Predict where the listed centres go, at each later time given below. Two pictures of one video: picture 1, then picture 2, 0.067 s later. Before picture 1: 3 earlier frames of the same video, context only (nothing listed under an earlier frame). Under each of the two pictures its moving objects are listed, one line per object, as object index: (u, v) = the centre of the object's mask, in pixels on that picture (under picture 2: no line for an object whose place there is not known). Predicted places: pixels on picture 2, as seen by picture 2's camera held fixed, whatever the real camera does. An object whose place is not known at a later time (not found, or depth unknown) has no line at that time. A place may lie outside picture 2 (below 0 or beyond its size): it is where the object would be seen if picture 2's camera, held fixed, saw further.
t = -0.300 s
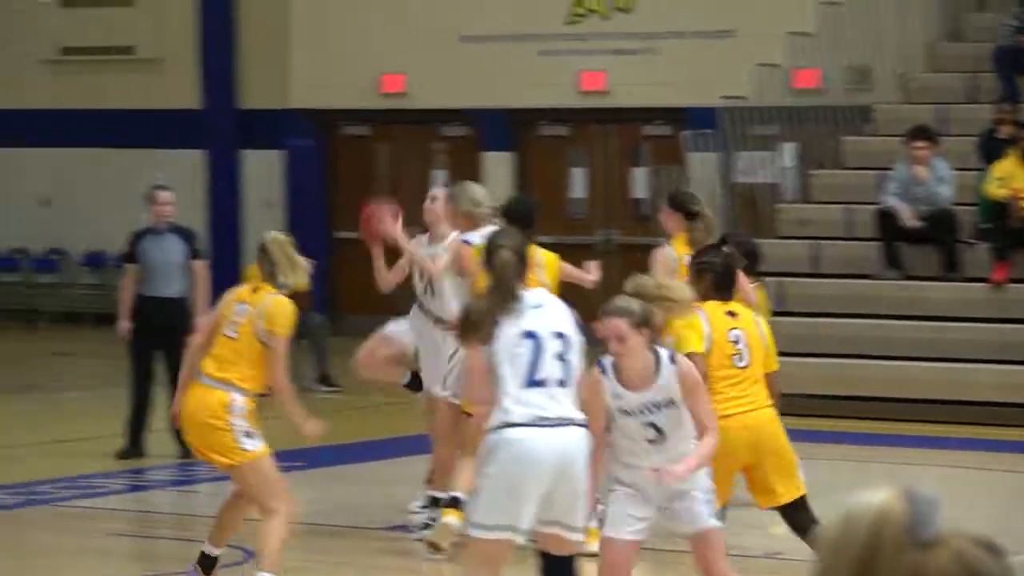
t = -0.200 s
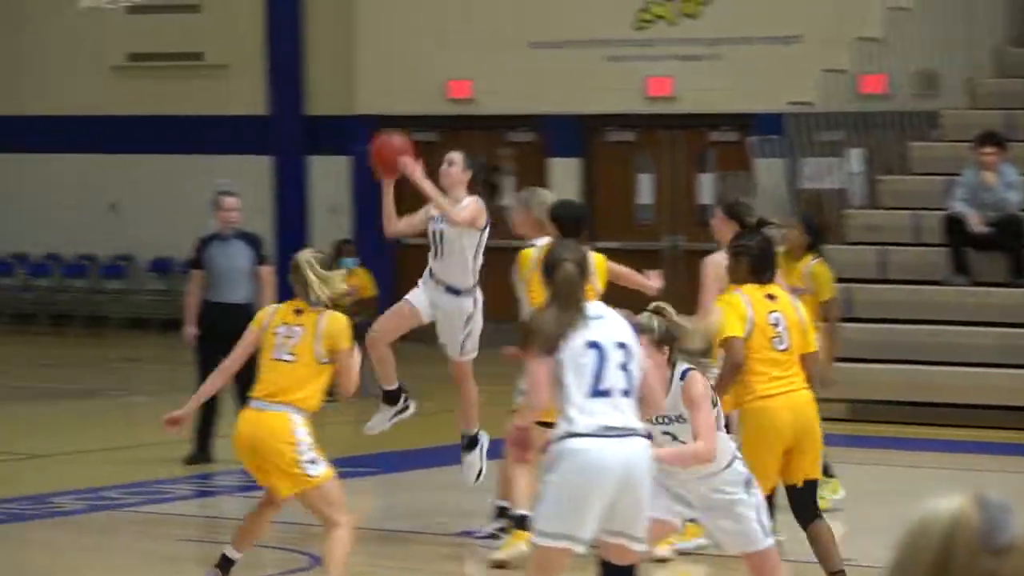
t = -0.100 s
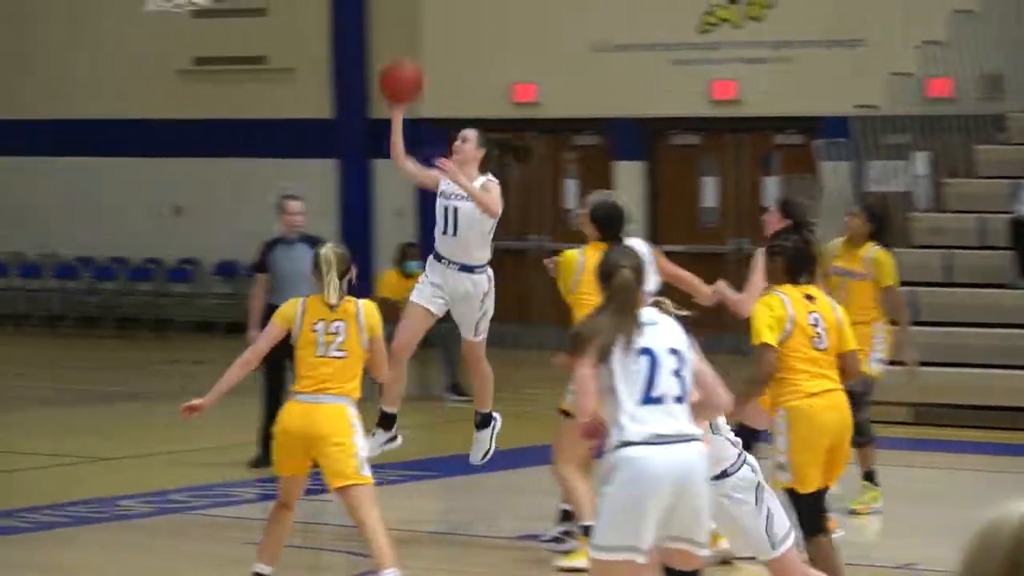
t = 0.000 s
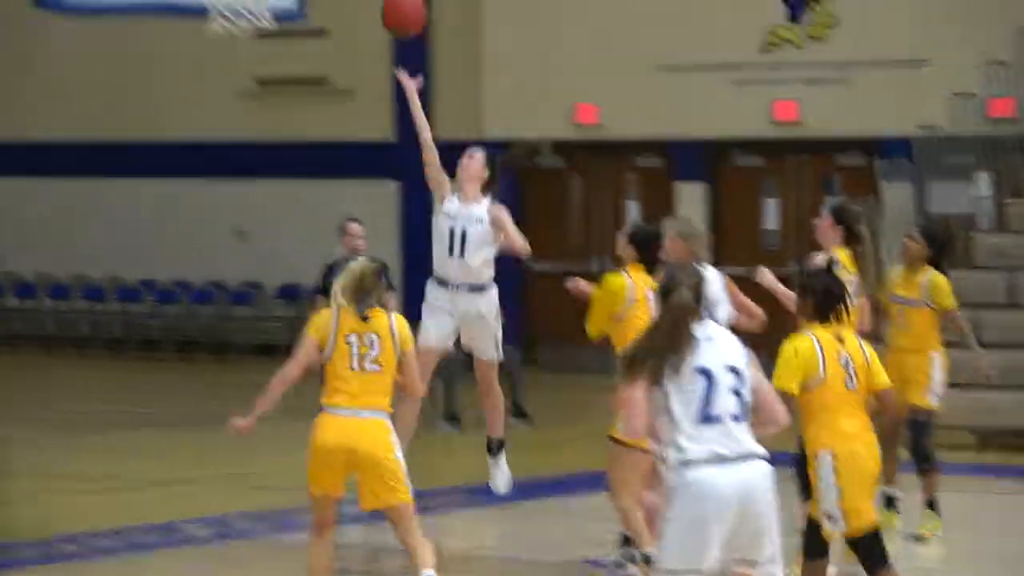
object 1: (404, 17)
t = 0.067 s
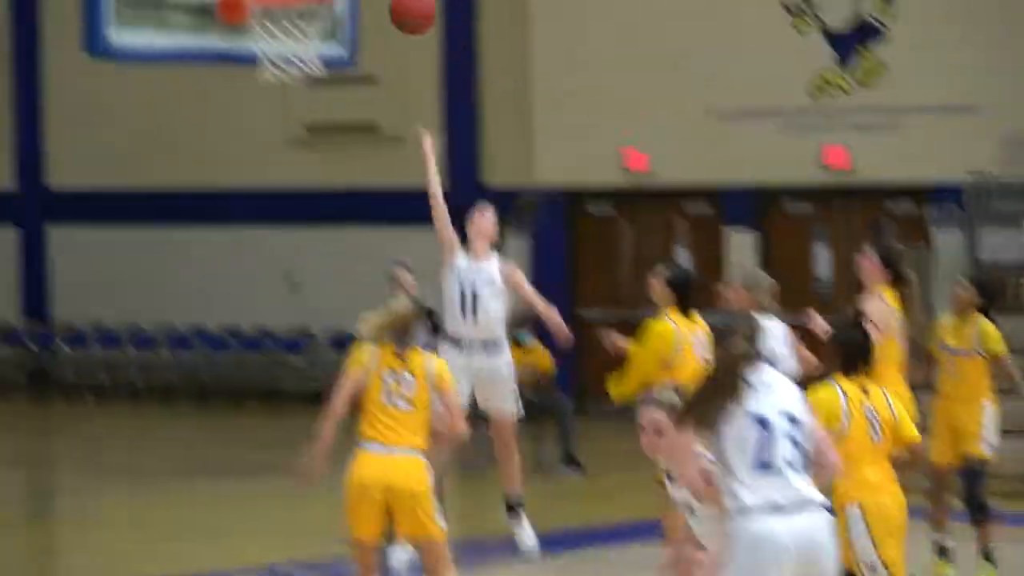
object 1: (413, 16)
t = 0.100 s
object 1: (390, -8)
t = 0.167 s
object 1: (347, -49)
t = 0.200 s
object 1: (325, -64)
